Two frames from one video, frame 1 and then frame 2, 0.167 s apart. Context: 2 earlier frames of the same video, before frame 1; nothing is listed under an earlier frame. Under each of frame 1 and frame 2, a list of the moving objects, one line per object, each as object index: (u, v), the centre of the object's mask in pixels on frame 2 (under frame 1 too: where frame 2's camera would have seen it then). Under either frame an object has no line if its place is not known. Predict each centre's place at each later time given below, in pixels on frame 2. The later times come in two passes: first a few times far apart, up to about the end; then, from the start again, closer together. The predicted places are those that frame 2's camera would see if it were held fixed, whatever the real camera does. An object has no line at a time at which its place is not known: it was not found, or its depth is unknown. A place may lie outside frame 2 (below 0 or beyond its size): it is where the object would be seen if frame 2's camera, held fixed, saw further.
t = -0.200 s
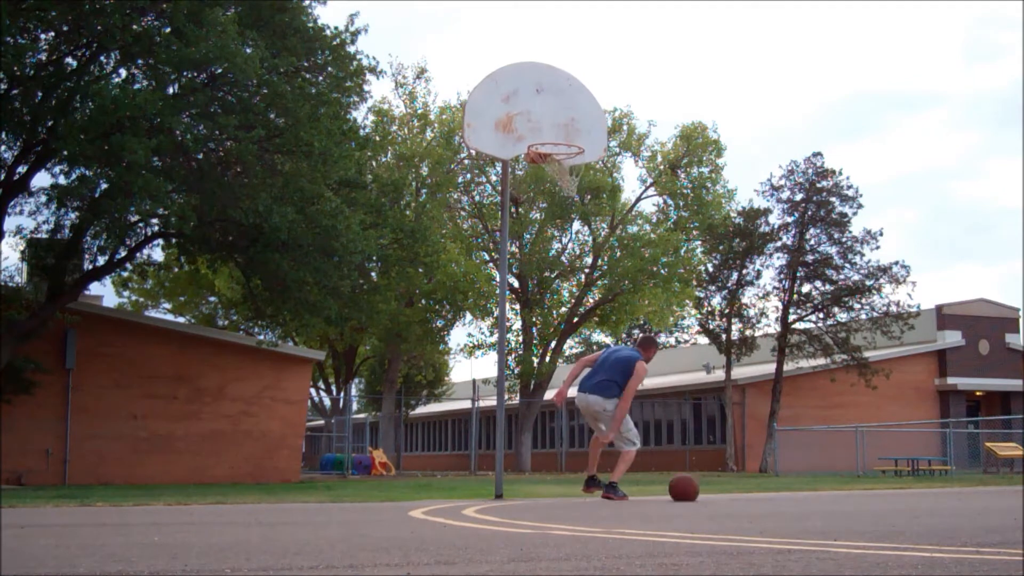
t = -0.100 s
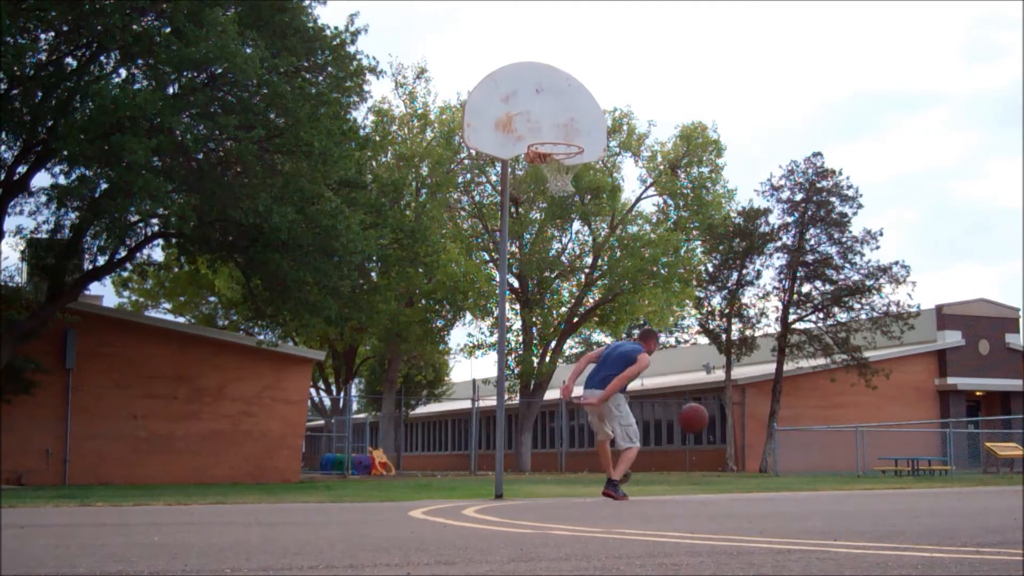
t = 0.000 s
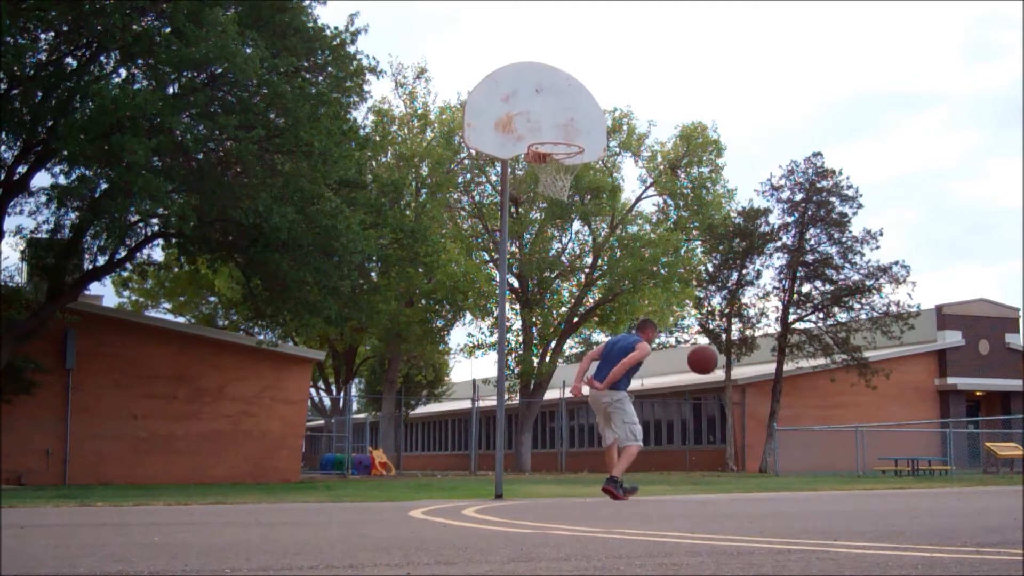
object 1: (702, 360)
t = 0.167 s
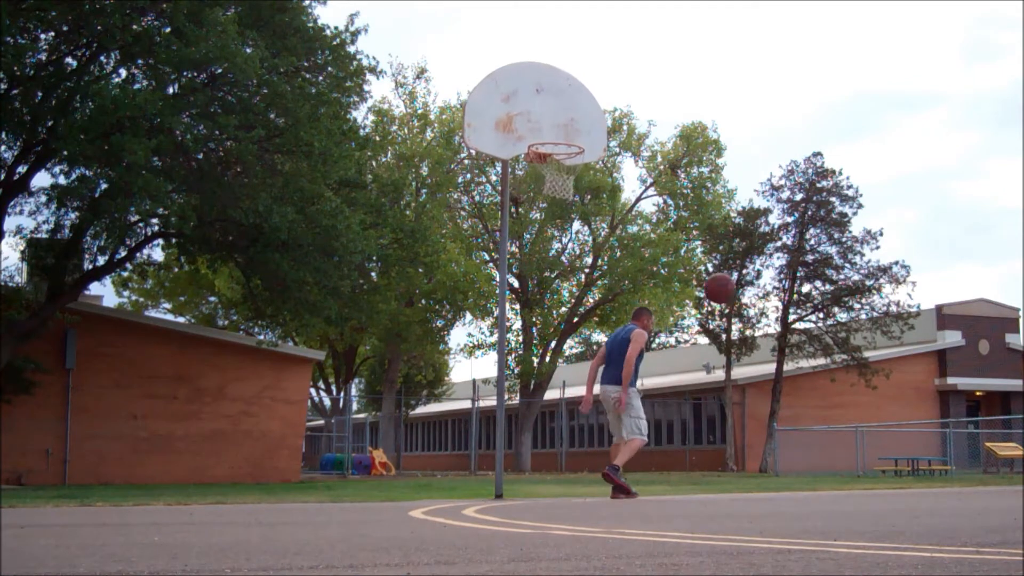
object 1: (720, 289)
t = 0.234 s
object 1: (727, 270)
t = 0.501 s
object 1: (759, 248)
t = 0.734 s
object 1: (792, 308)
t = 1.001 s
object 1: (835, 476)
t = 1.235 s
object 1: (866, 379)
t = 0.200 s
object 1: (723, 278)
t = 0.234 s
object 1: (727, 270)
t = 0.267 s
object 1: (731, 262)
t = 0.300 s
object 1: (735, 255)
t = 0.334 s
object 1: (739, 251)
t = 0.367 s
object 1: (742, 247)
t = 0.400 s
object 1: (747, 245)
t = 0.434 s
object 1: (751, 245)
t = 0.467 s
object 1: (755, 246)
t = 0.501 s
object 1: (759, 248)
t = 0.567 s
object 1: (768, 258)
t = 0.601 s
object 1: (773, 265)
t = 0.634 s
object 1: (778, 273)
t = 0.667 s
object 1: (782, 283)
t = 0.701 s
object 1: (787, 295)
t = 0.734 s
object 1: (792, 308)
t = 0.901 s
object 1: (818, 399)
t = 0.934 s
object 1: (823, 423)
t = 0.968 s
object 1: (829, 449)
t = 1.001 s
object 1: (835, 476)
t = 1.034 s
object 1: (839, 483)
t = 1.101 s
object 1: (848, 443)
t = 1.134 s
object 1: (852, 424)
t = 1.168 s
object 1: (856, 408)
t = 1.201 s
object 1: (861, 393)
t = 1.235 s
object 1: (866, 379)
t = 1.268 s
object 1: (870, 368)
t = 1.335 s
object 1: (880, 349)
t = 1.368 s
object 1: (885, 340)
